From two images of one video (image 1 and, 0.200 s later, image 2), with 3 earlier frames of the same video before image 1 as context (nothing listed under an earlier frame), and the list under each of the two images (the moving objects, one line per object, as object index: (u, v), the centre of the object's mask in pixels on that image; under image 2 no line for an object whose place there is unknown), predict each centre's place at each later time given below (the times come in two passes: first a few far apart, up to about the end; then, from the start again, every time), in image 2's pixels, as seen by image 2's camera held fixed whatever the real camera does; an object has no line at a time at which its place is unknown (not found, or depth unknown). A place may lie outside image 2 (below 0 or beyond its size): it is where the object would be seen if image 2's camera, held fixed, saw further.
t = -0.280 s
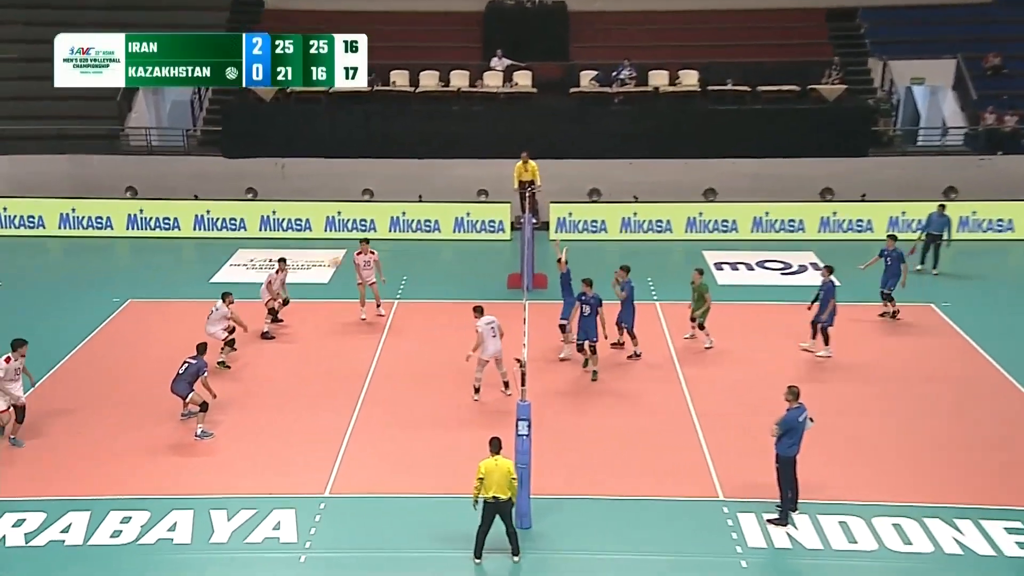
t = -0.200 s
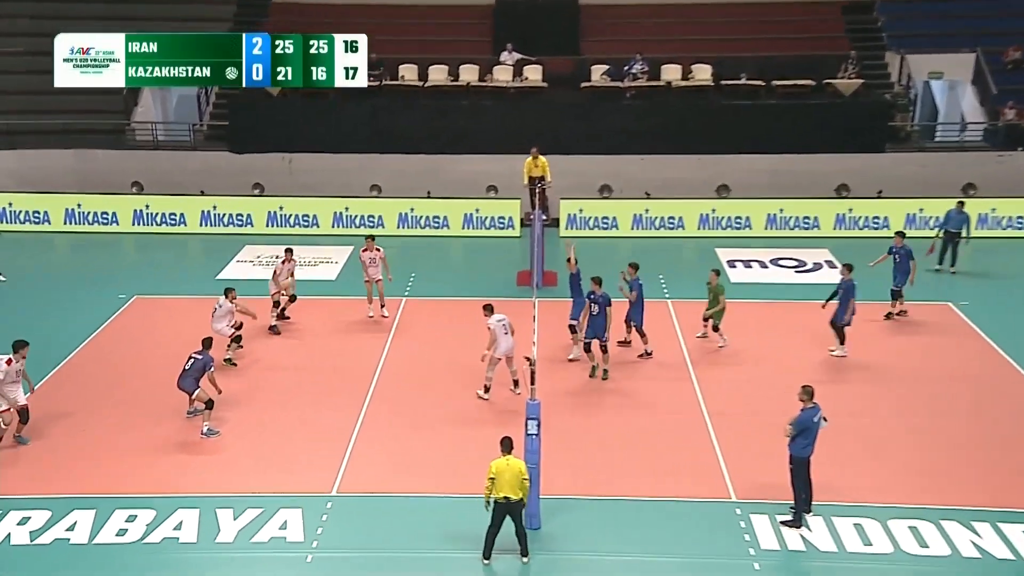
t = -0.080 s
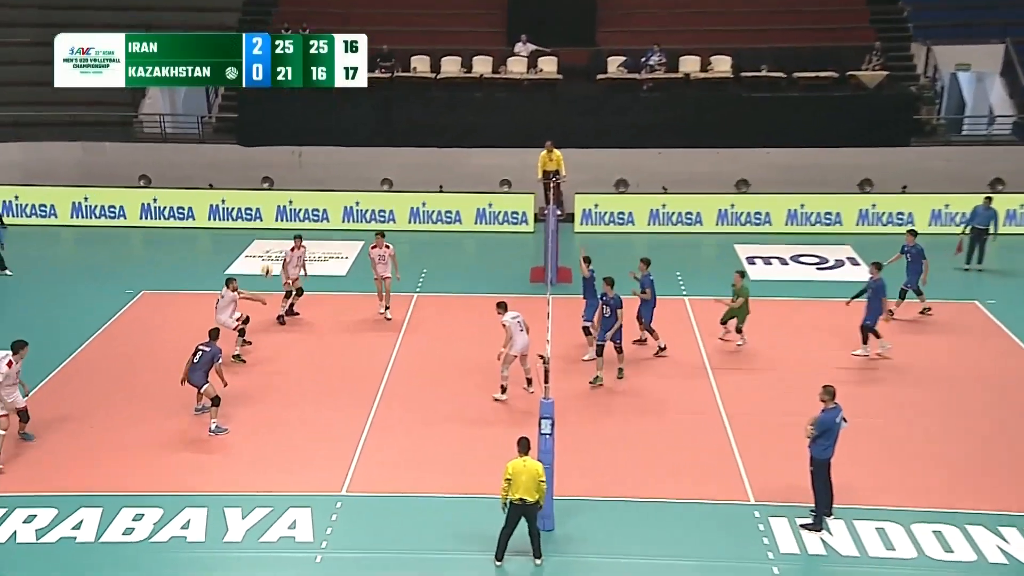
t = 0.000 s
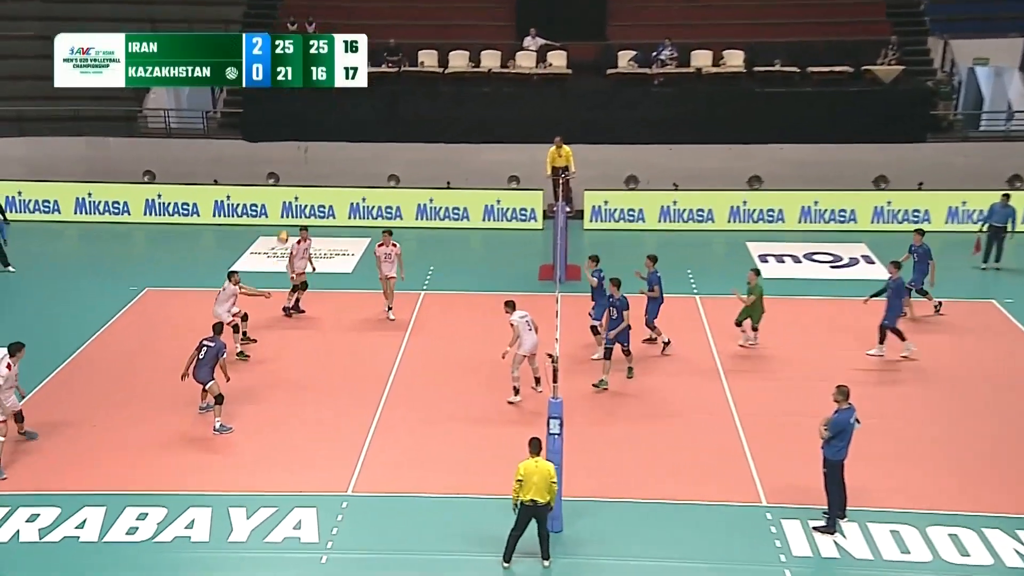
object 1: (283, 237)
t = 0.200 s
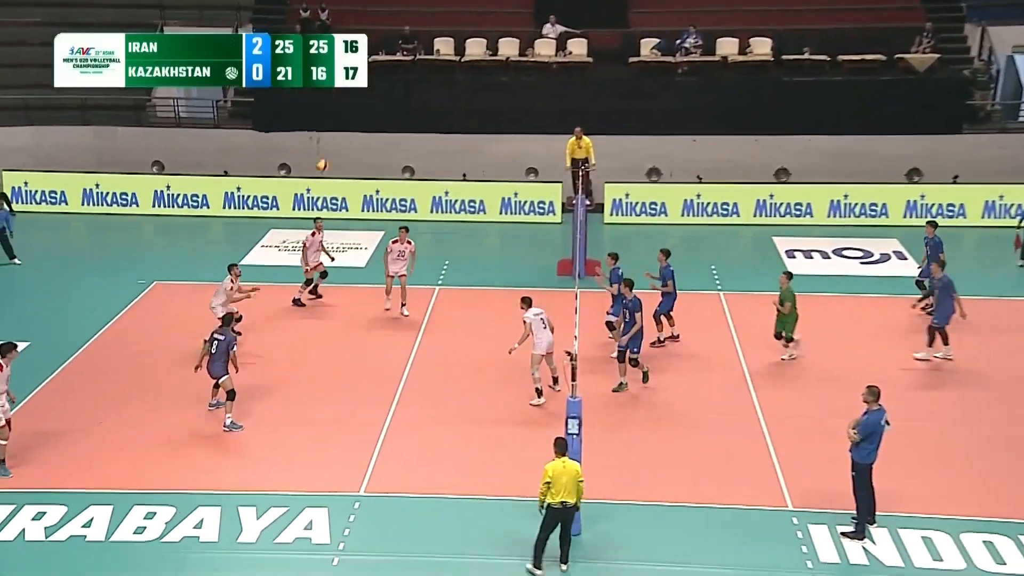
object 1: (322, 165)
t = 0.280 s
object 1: (334, 145)
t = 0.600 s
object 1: (381, 94)
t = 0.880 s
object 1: (425, 97)
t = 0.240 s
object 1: (328, 154)
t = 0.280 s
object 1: (334, 145)
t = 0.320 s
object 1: (339, 135)
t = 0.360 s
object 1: (345, 127)
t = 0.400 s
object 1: (351, 120)
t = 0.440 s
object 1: (357, 113)
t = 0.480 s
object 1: (363, 107)
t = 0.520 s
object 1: (369, 101)
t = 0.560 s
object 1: (375, 97)
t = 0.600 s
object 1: (381, 94)
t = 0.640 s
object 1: (387, 91)
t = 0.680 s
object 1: (393, 90)
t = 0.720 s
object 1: (400, 90)
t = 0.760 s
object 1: (406, 90)
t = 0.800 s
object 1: (412, 91)
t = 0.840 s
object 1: (419, 94)
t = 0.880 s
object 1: (425, 97)
